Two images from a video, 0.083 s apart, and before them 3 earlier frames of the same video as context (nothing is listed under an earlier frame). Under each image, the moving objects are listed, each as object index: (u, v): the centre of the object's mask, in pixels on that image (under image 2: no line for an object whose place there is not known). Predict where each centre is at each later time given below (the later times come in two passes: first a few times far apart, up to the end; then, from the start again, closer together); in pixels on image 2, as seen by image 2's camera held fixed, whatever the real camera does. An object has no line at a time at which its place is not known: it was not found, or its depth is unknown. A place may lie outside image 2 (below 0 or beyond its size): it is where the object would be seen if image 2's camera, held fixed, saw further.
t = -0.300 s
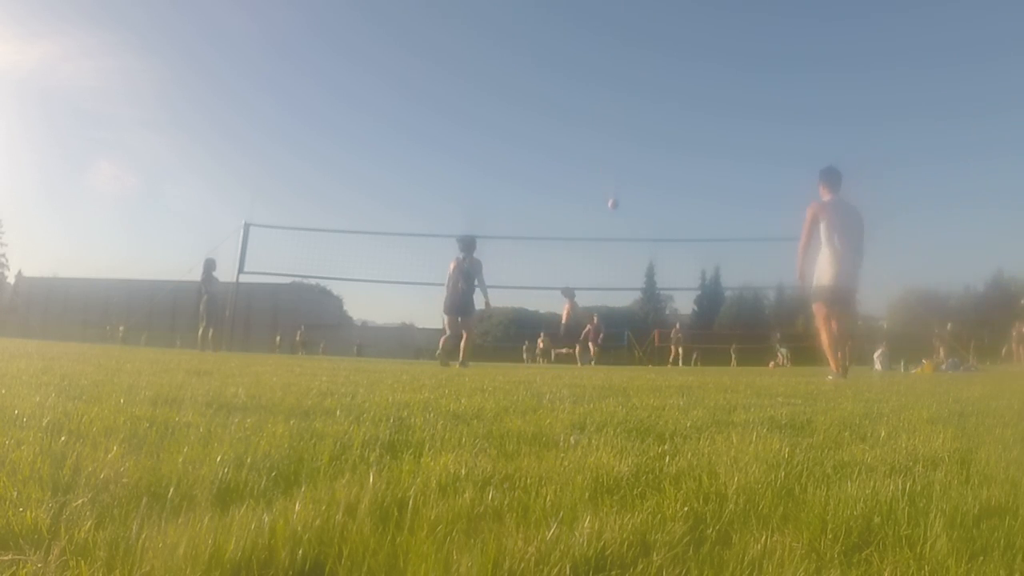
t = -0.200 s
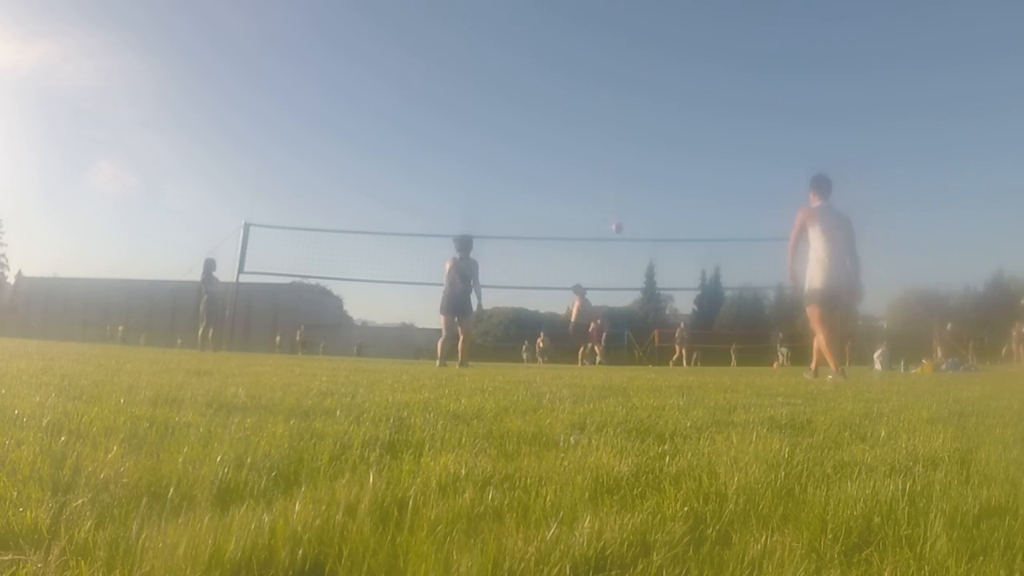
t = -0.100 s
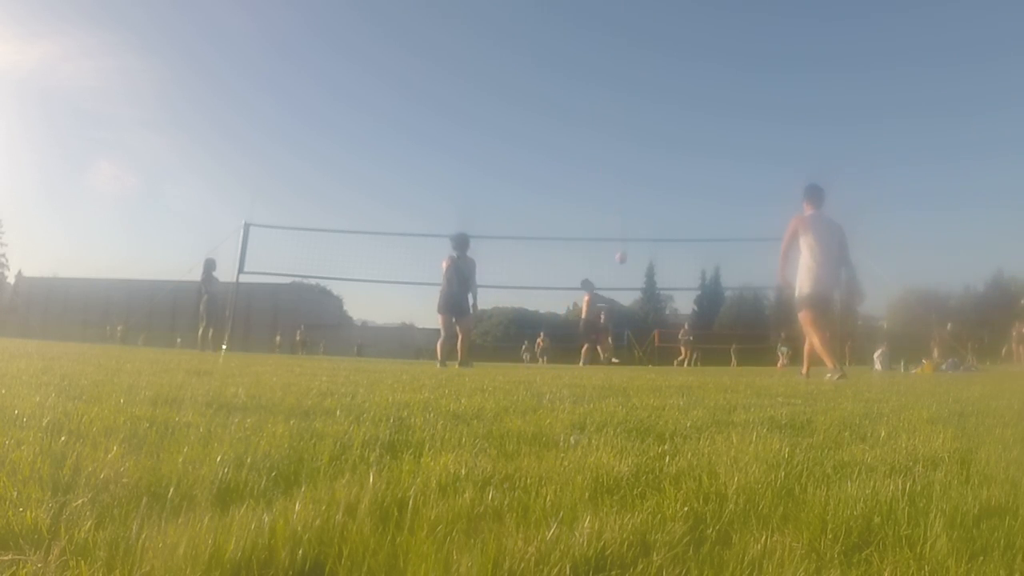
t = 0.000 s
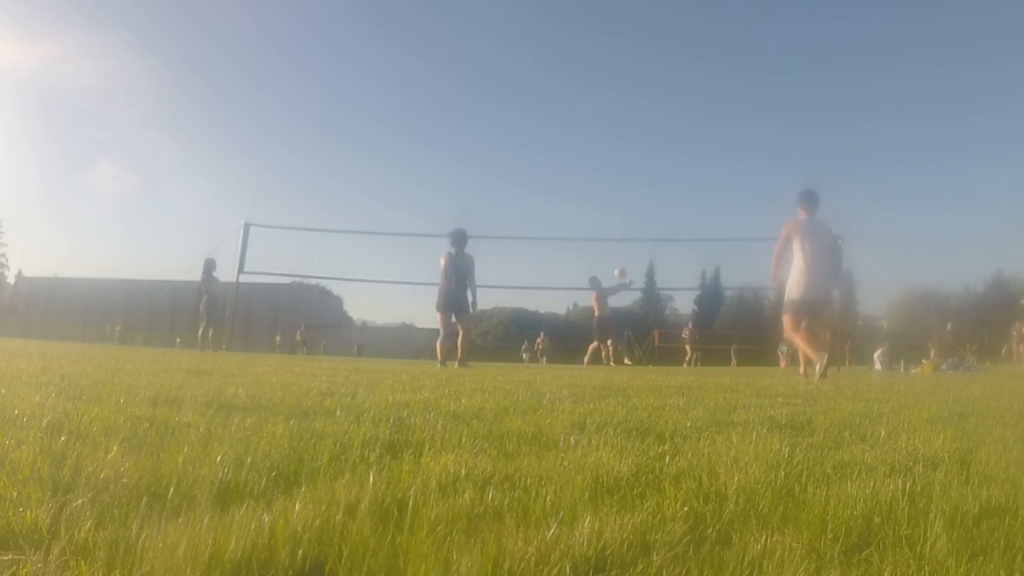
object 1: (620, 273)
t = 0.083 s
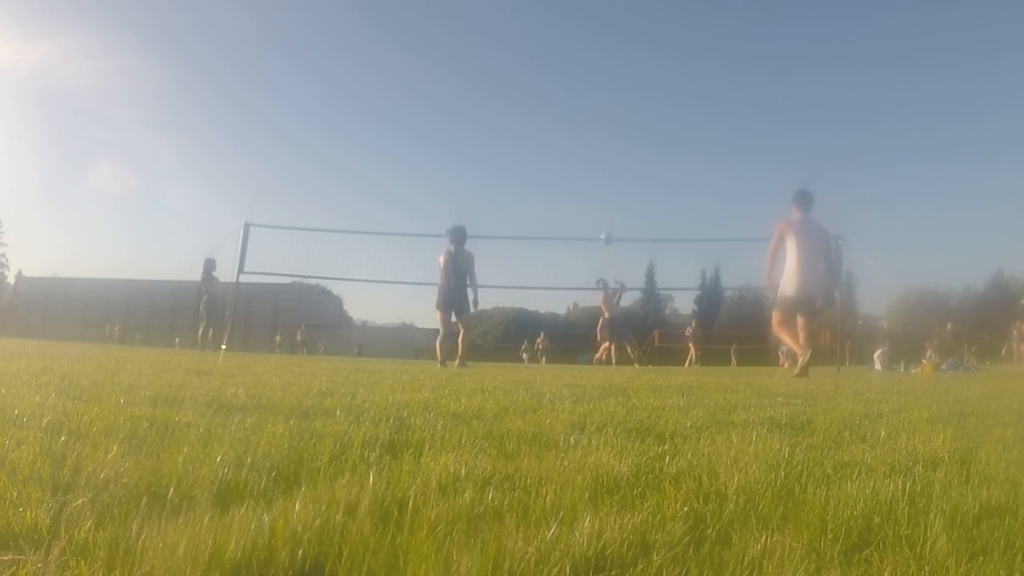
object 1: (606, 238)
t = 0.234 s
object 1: (578, 182)
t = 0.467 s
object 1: (525, 109)
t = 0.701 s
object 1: (457, 60)
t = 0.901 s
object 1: (379, 44)
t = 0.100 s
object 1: (603, 232)
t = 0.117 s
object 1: (600, 225)
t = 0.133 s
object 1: (597, 219)
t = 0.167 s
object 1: (591, 206)
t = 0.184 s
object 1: (588, 200)
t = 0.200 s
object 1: (584, 194)
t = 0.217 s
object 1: (581, 188)
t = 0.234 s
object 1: (578, 182)
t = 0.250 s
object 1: (574, 176)
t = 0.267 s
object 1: (571, 170)
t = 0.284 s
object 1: (567, 164)
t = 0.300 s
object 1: (564, 159)
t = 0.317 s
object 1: (560, 154)
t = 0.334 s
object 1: (556, 148)
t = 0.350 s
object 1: (553, 143)
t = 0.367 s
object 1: (549, 138)
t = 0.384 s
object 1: (545, 133)
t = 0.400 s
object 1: (541, 128)
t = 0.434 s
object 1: (533, 119)
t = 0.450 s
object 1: (529, 114)
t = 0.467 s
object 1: (525, 109)
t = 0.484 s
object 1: (521, 105)
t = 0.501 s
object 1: (516, 101)
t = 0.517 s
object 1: (512, 97)
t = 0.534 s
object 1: (507, 92)
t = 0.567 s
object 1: (498, 85)
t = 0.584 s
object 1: (494, 81)
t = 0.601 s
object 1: (489, 77)
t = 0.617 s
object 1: (484, 74)
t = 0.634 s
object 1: (479, 71)
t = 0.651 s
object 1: (473, 68)
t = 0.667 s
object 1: (468, 65)
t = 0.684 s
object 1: (463, 62)
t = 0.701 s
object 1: (457, 60)
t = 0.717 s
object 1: (451, 57)
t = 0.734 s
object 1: (445, 55)
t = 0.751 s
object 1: (439, 53)
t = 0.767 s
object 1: (434, 52)
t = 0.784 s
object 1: (428, 50)
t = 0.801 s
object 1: (421, 48)
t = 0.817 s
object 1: (415, 47)
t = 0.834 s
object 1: (408, 46)
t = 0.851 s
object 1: (402, 45)
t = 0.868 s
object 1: (394, 45)
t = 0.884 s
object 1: (387, 44)
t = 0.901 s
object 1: (379, 44)
